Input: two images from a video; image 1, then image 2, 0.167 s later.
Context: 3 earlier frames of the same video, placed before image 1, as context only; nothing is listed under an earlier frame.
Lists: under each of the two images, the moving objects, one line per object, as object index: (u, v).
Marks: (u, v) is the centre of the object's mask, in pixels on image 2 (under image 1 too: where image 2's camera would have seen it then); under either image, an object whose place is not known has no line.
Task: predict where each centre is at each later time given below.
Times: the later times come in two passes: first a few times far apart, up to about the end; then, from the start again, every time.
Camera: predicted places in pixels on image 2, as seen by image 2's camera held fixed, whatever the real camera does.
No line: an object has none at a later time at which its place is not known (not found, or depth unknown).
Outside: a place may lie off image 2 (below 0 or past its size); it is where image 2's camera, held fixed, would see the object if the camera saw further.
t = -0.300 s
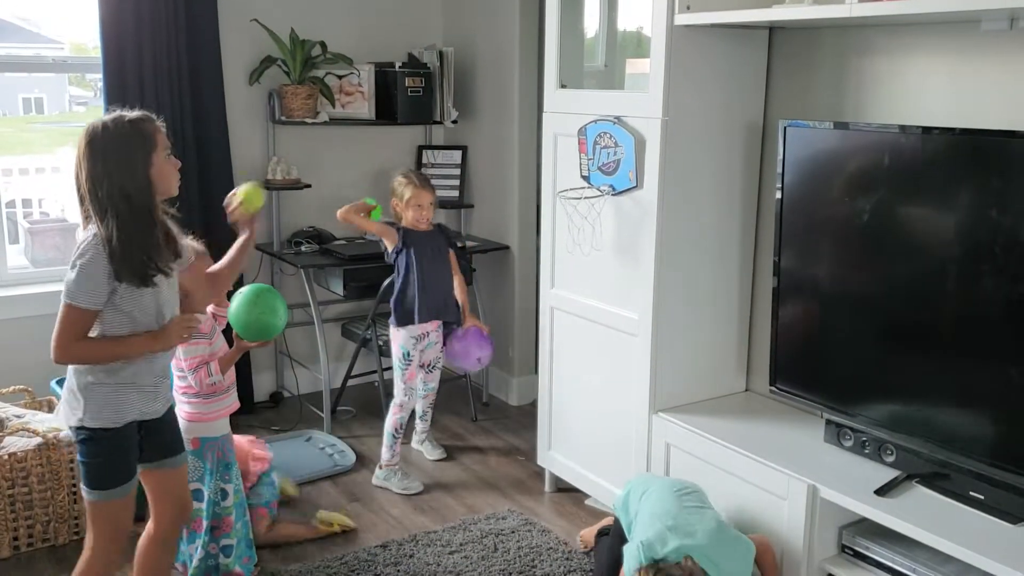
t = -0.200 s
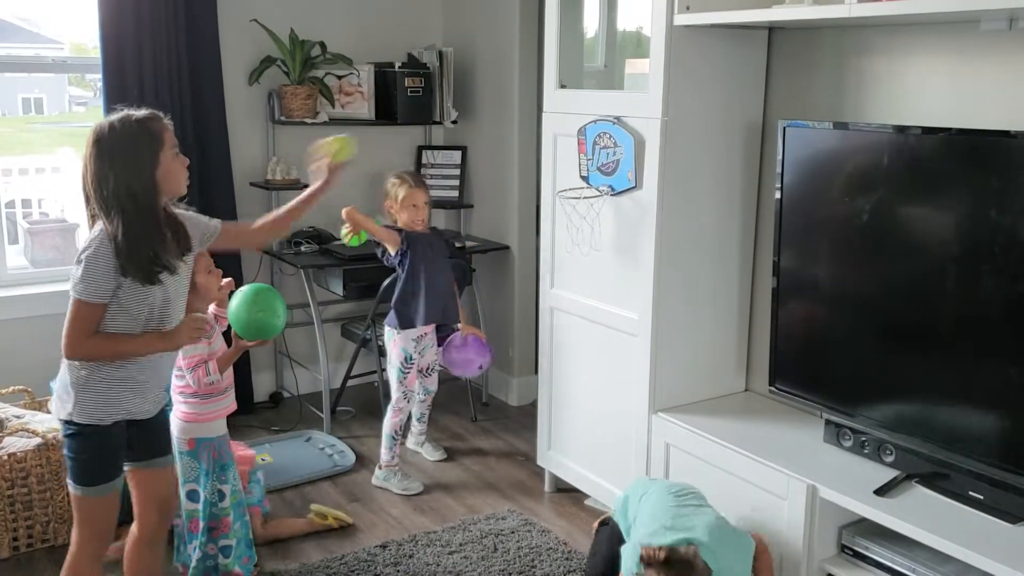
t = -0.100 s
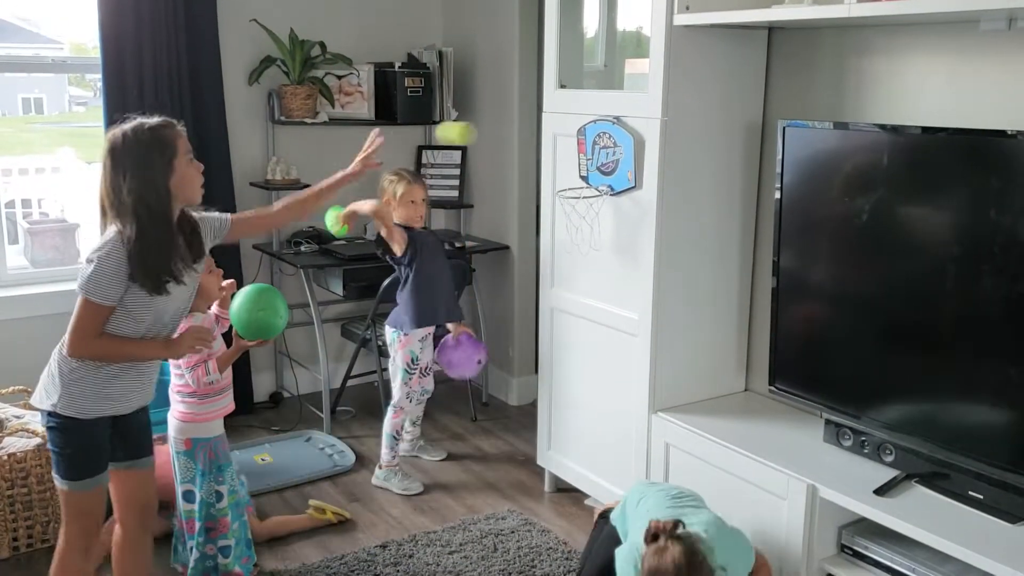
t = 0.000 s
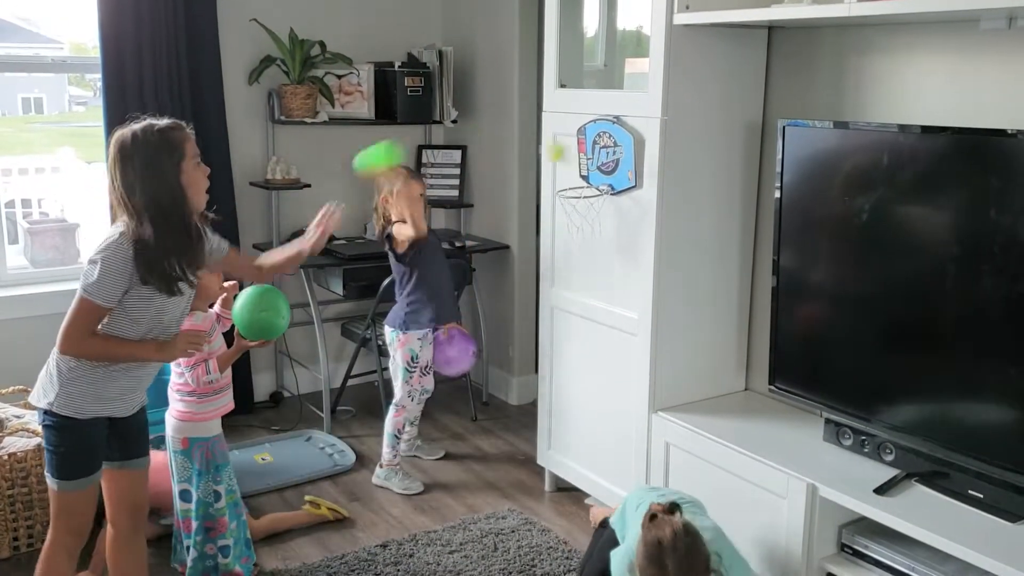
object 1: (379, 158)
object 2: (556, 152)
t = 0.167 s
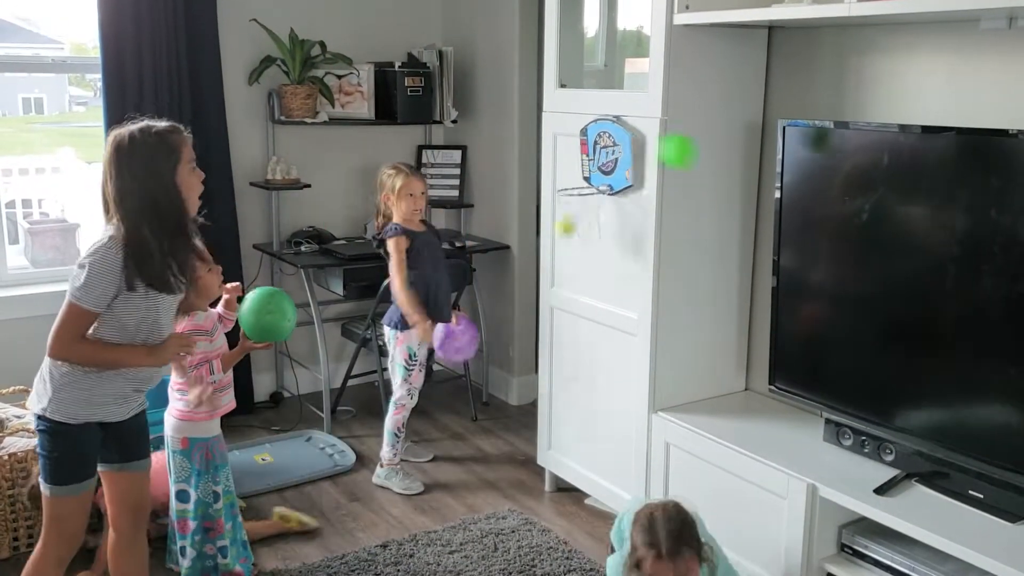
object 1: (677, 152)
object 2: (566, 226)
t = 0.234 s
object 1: (745, 192)
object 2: (539, 274)
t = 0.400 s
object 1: (977, 429)
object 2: (483, 449)
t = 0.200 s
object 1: (708, 168)
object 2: (555, 247)
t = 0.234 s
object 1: (745, 192)
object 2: (539, 274)
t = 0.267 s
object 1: (785, 223)
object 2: (529, 301)
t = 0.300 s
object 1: (826, 259)
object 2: (519, 333)
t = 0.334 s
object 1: (872, 306)
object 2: (507, 368)
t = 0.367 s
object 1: (922, 362)
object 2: (495, 407)
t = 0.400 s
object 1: (977, 429)
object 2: (483, 449)
